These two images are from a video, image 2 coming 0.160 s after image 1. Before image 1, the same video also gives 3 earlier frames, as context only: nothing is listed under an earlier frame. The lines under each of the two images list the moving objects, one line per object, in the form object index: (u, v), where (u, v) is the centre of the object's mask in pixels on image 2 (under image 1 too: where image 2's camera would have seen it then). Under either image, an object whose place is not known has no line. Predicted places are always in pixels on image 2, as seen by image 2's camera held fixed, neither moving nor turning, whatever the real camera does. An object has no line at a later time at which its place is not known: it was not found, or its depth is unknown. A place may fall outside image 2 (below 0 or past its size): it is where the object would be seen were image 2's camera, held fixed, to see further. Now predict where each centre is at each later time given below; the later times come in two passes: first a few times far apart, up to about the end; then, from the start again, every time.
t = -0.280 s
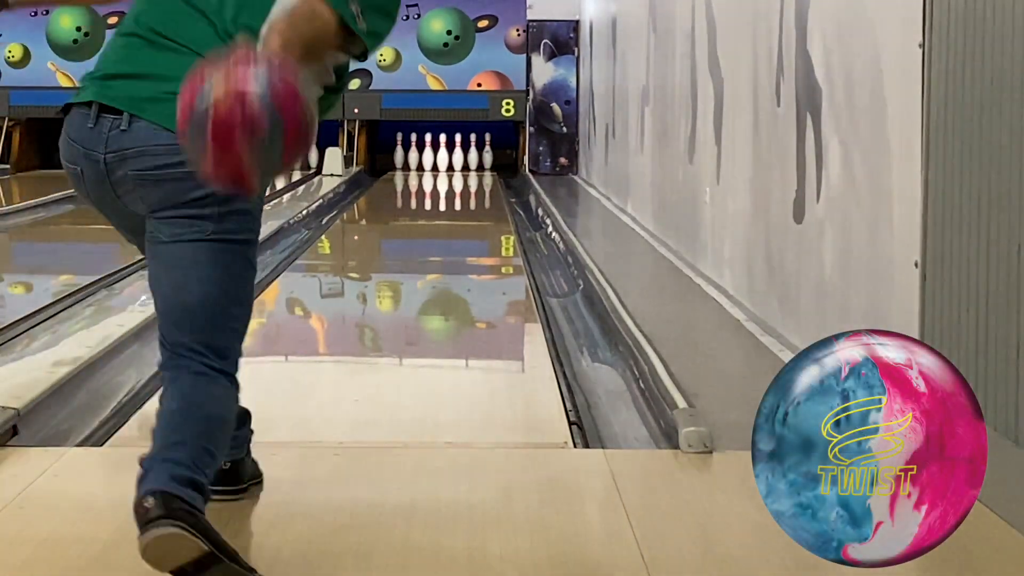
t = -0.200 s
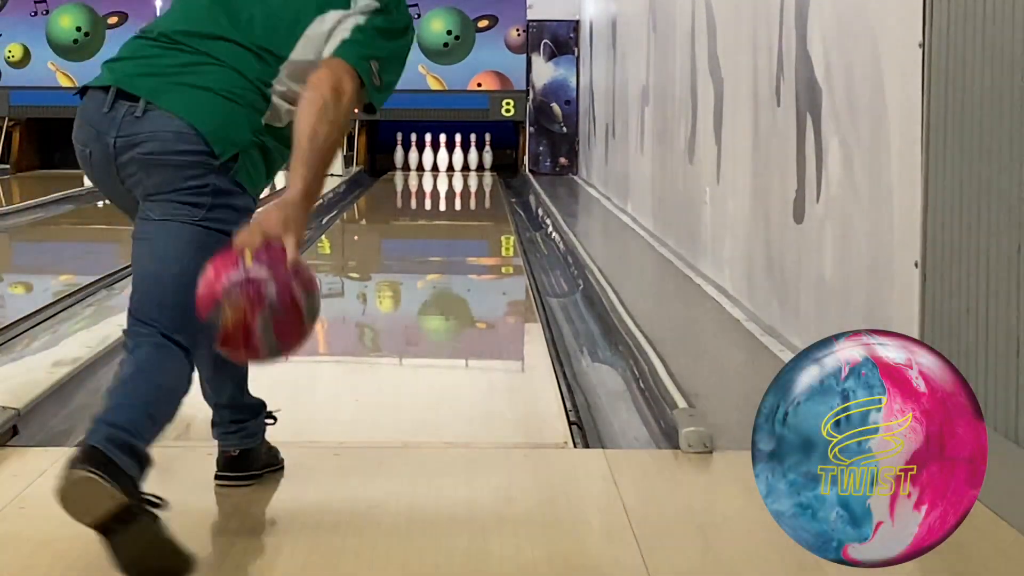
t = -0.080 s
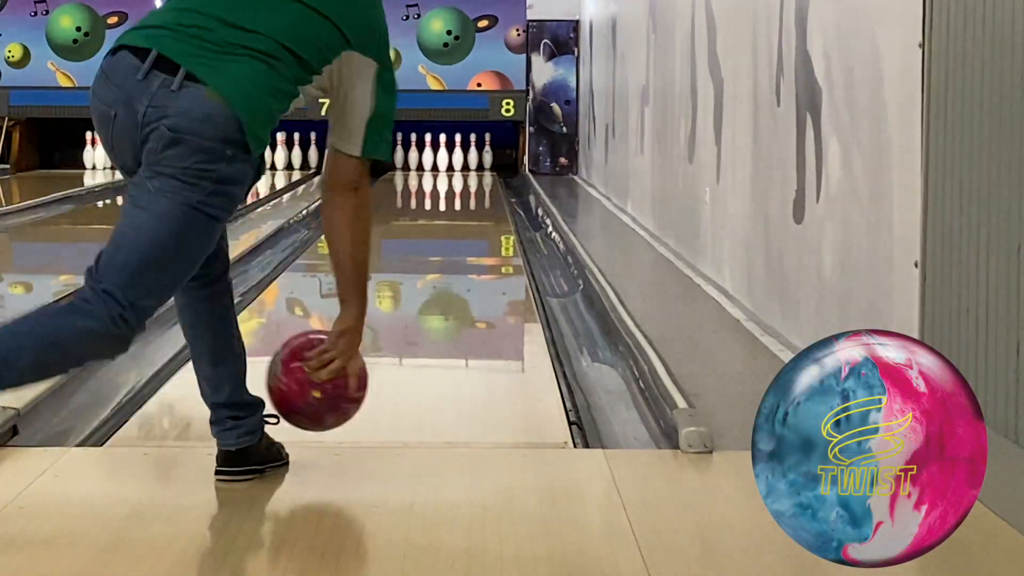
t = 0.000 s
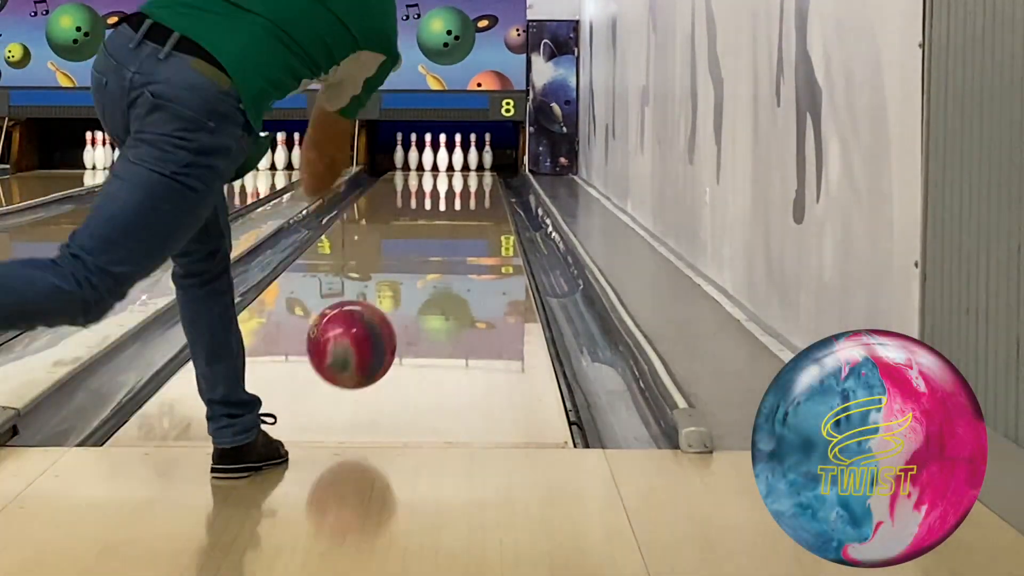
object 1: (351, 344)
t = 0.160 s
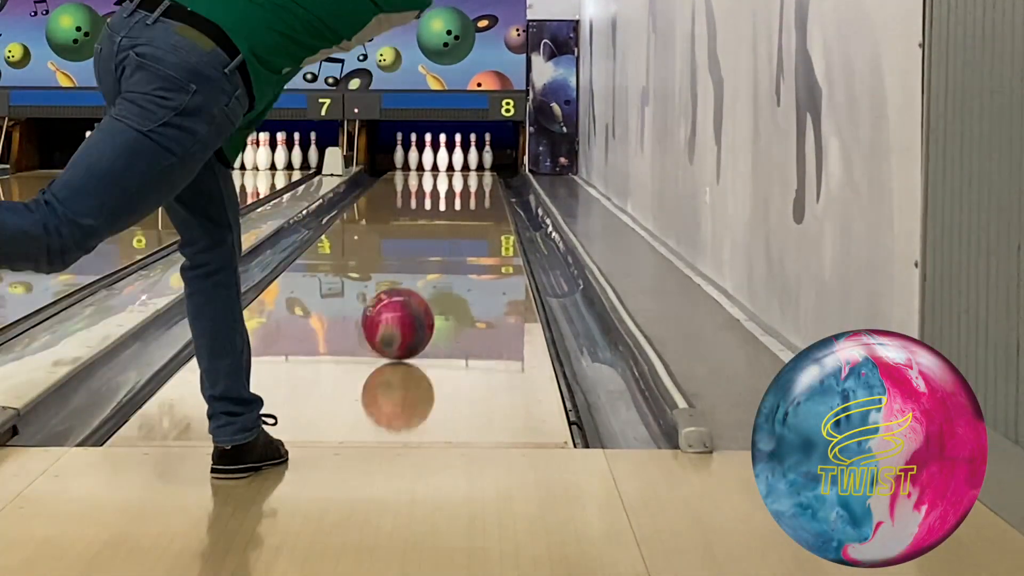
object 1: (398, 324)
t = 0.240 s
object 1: (411, 308)
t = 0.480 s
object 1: (449, 264)
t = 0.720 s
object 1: (471, 237)
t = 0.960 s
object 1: (487, 215)
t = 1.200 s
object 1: (495, 200)
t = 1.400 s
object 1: (497, 190)
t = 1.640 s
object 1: (495, 182)
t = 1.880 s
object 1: (486, 175)
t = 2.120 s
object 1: (471, 168)
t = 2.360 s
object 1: (458, 164)
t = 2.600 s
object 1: (450, 161)
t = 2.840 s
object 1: (451, 159)
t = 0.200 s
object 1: (405, 314)
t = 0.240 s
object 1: (411, 308)
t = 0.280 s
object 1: (421, 298)
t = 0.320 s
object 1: (426, 290)
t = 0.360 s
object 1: (434, 282)
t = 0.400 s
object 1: (439, 276)
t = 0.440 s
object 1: (443, 271)
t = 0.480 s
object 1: (449, 264)
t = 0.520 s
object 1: (453, 259)
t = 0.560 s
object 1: (458, 253)
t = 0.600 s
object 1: (461, 249)
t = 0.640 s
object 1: (465, 245)
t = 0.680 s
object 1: (469, 240)
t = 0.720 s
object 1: (471, 237)
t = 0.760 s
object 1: (475, 232)
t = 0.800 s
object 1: (477, 229)
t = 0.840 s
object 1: (479, 226)
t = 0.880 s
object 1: (482, 222)
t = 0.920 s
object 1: (485, 219)
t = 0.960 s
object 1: (487, 215)
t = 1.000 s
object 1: (488, 213)
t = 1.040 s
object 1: (489, 211)
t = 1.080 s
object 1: (491, 207)
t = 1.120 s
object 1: (493, 205)
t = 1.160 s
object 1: (494, 202)
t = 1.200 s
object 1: (495, 200)
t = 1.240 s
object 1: (495, 198)
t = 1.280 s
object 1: (496, 196)
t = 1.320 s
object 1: (497, 195)
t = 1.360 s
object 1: (497, 192)
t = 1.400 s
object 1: (497, 190)
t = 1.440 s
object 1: (498, 189)
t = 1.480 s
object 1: (498, 188)
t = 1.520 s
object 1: (497, 187)
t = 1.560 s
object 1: (496, 185)
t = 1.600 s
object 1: (495, 183)
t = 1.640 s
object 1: (495, 182)
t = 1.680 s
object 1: (493, 181)
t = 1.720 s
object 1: (492, 179)
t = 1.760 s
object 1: (491, 179)
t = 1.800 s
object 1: (489, 177)
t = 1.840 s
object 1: (488, 176)
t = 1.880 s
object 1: (486, 175)
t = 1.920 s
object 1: (484, 174)
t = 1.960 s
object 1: (482, 172)
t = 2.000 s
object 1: (478, 171)
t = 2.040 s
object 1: (476, 170)
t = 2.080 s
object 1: (473, 169)
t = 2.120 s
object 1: (471, 168)
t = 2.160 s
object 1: (469, 168)
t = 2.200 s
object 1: (467, 169)
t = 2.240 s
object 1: (466, 167)
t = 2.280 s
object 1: (460, 164)
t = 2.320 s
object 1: (459, 164)
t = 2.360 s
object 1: (458, 164)
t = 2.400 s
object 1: (455, 162)
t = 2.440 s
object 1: (453, 162)
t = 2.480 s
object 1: (451, 161)
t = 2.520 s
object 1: (451, 161)
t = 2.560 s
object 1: (451, 161)
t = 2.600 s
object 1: (450, 161)
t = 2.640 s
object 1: (451, 160)
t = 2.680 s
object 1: (451, 160)
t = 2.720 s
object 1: (450, 159)
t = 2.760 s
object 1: (451, 159)
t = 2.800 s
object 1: (451, 158)
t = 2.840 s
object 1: (451, 159)
